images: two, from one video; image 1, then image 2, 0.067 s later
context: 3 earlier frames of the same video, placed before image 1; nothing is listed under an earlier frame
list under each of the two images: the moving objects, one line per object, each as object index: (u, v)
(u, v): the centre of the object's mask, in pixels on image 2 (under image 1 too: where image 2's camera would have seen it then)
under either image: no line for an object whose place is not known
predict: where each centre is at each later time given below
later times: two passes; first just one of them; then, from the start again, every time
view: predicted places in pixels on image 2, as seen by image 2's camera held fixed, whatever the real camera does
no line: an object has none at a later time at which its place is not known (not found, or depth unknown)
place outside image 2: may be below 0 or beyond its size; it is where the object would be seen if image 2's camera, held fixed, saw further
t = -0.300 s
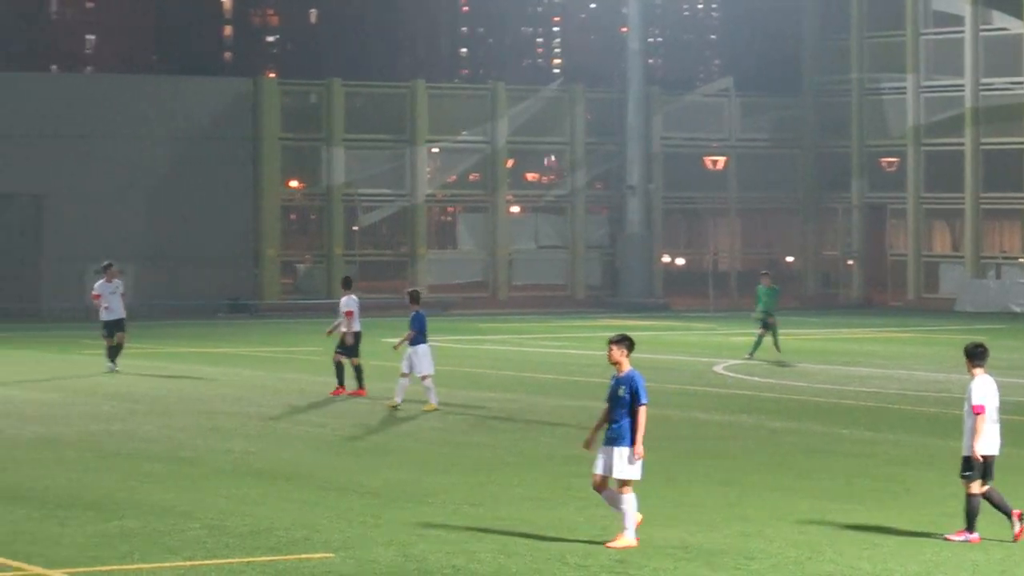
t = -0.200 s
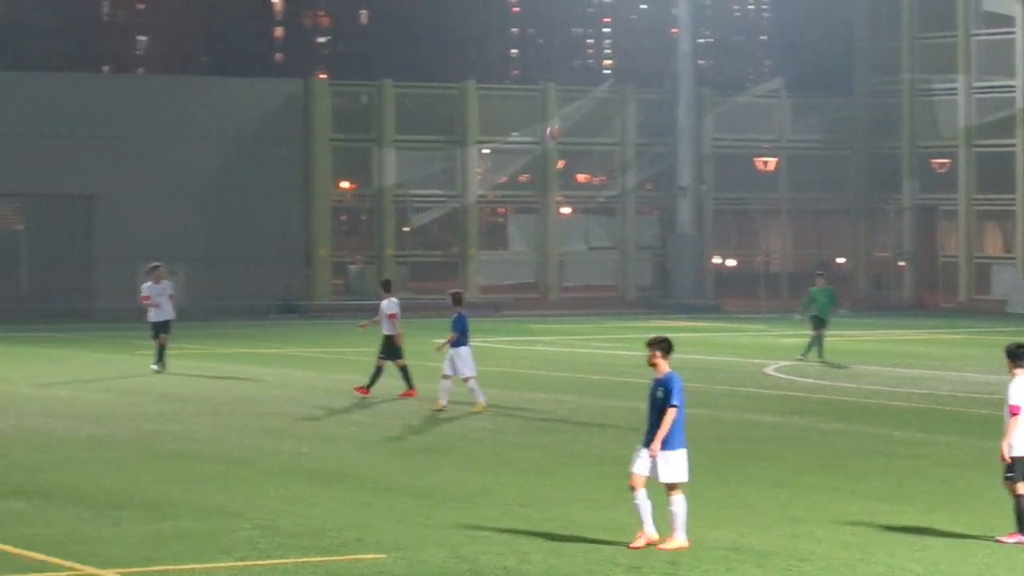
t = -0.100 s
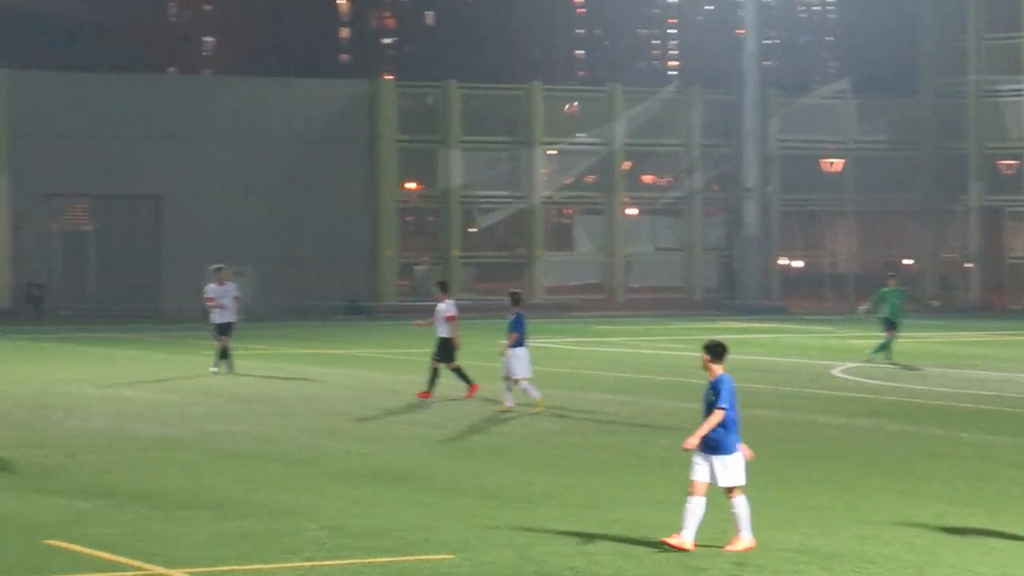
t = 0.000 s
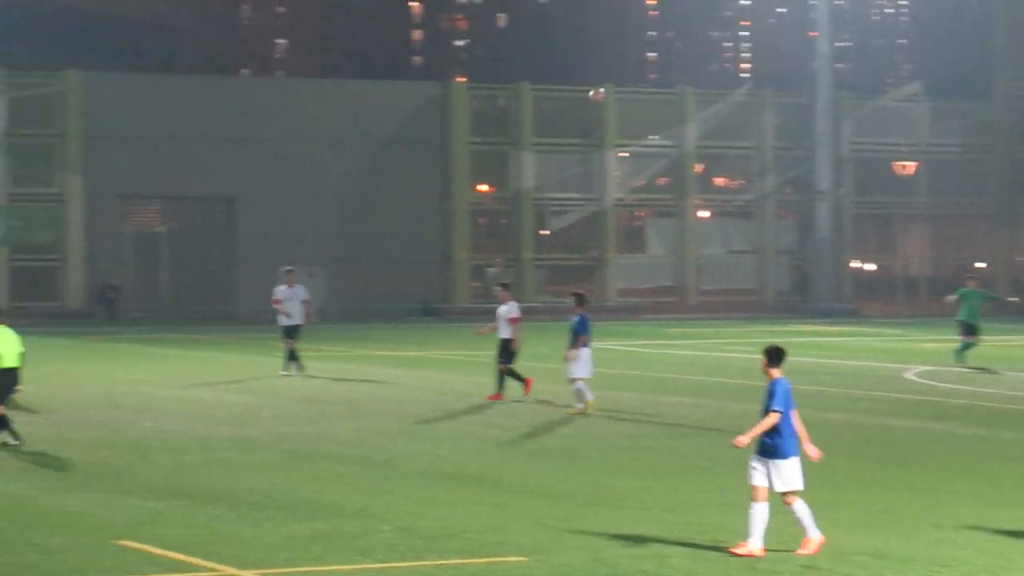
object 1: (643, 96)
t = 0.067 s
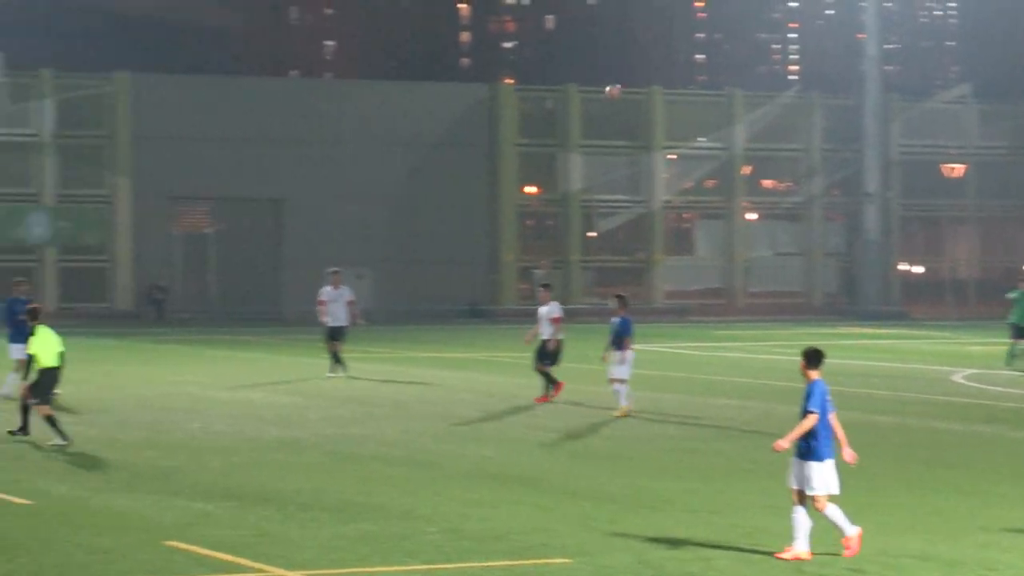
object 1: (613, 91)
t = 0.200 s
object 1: (554, 92)
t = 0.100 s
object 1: (598, 90)
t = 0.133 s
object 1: (584, 89)
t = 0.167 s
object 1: (569, 90)
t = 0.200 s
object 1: (554, 92)
